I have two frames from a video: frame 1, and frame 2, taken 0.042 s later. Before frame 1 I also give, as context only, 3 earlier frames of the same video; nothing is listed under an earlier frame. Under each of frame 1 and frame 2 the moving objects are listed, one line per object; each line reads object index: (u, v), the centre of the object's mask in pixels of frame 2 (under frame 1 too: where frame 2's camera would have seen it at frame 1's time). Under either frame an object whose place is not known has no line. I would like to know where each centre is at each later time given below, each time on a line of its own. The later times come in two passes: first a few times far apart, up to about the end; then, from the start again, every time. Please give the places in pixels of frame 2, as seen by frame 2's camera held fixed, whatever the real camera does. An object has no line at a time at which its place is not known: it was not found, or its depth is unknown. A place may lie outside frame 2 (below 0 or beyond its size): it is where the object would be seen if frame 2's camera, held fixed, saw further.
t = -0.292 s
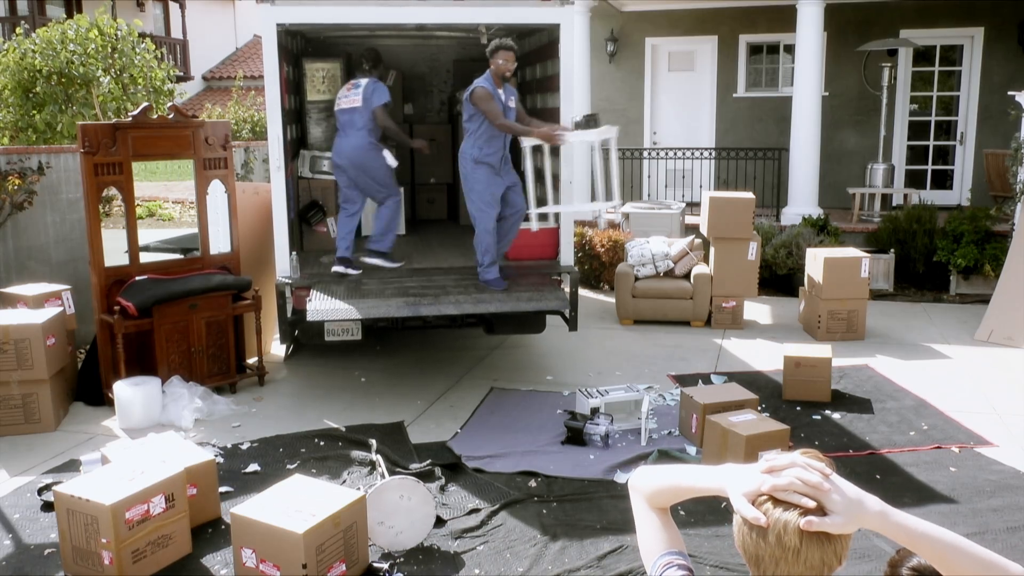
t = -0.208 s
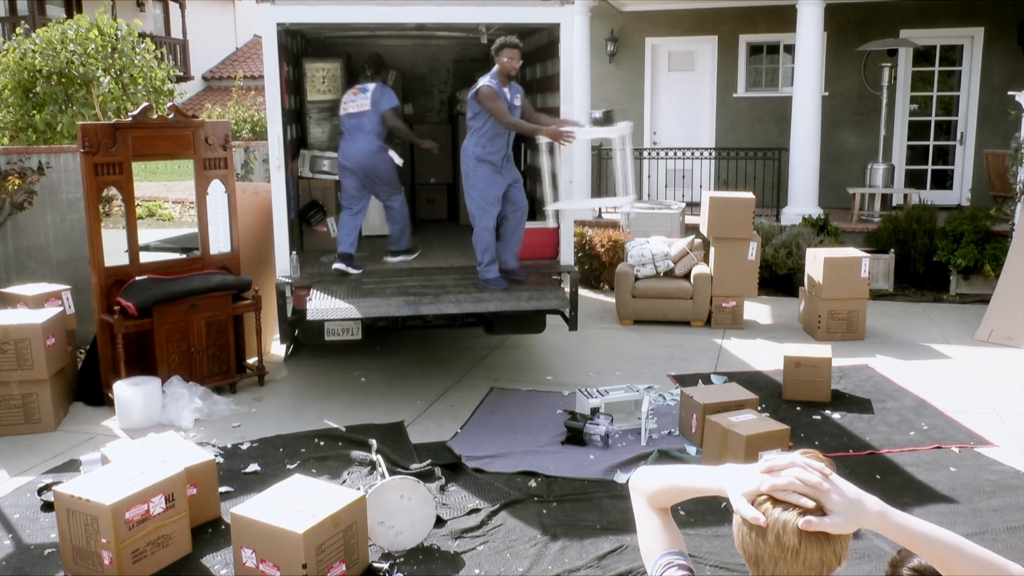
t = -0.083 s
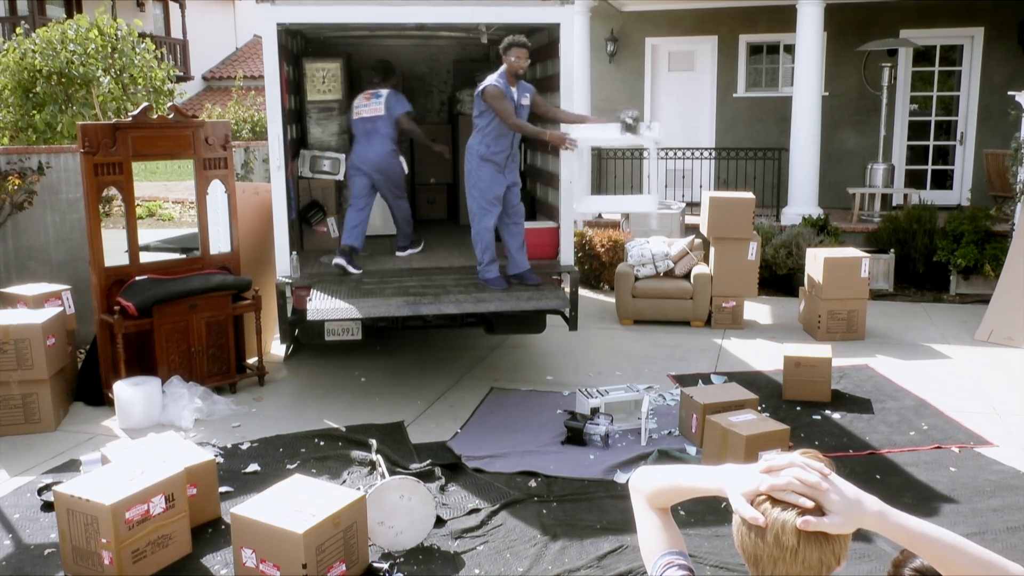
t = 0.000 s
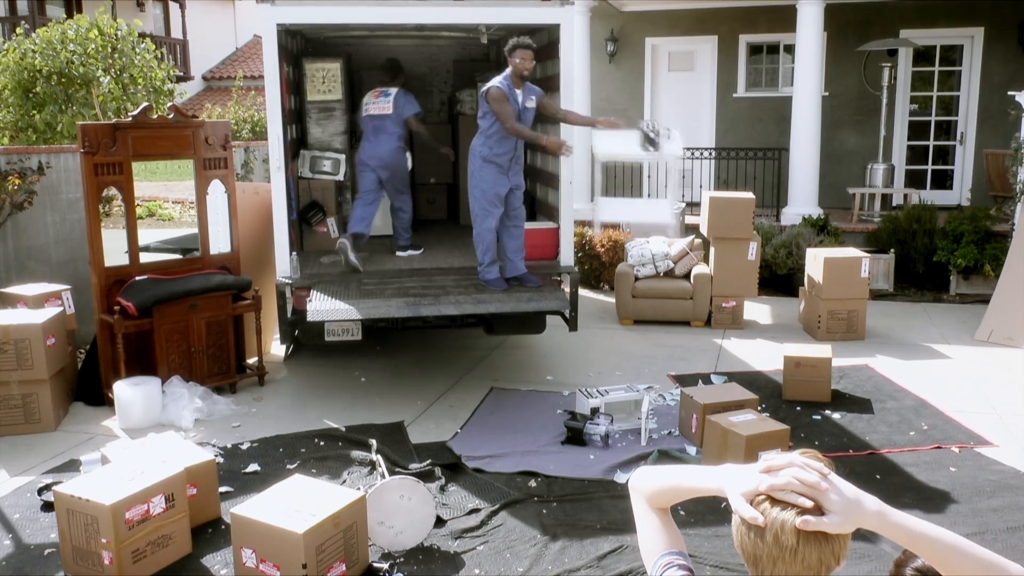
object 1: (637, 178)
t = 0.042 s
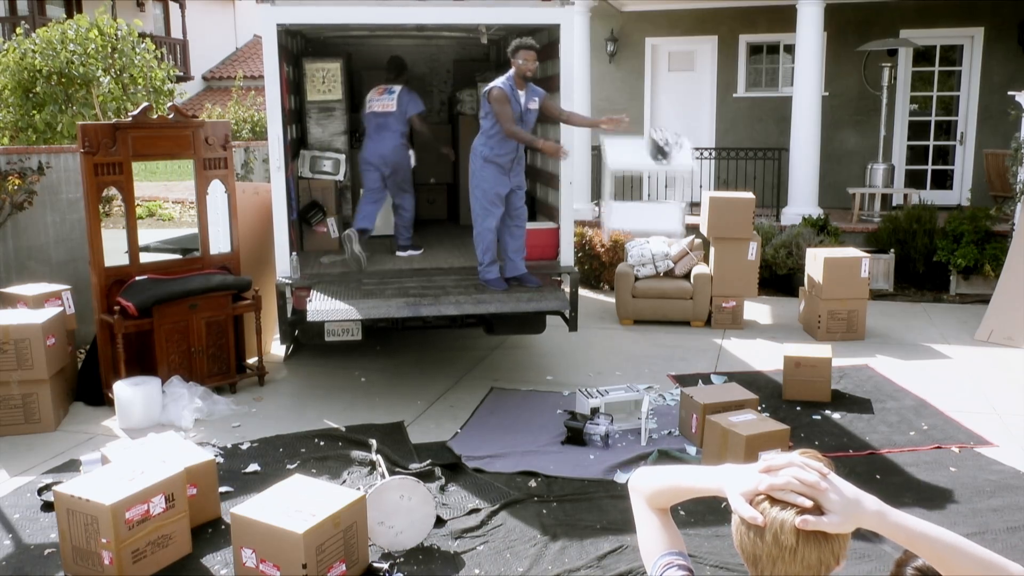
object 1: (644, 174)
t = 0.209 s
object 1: (687, 240)
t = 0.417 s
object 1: (734, 352)
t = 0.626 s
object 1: (771, 364)
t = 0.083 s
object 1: (655, 191)
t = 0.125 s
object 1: (664, 205)
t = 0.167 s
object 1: (674, 219)
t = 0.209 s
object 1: (687, 240)
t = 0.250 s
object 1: (697, 258)
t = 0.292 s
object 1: (705, 279)
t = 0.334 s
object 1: (713, 300)
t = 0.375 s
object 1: (718, 326)
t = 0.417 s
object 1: (734, 352)
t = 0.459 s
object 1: (742, 366)
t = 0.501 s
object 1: (745, 366)
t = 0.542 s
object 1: (754, 368)
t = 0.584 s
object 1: (764, 367)
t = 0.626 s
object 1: (771, 364)
